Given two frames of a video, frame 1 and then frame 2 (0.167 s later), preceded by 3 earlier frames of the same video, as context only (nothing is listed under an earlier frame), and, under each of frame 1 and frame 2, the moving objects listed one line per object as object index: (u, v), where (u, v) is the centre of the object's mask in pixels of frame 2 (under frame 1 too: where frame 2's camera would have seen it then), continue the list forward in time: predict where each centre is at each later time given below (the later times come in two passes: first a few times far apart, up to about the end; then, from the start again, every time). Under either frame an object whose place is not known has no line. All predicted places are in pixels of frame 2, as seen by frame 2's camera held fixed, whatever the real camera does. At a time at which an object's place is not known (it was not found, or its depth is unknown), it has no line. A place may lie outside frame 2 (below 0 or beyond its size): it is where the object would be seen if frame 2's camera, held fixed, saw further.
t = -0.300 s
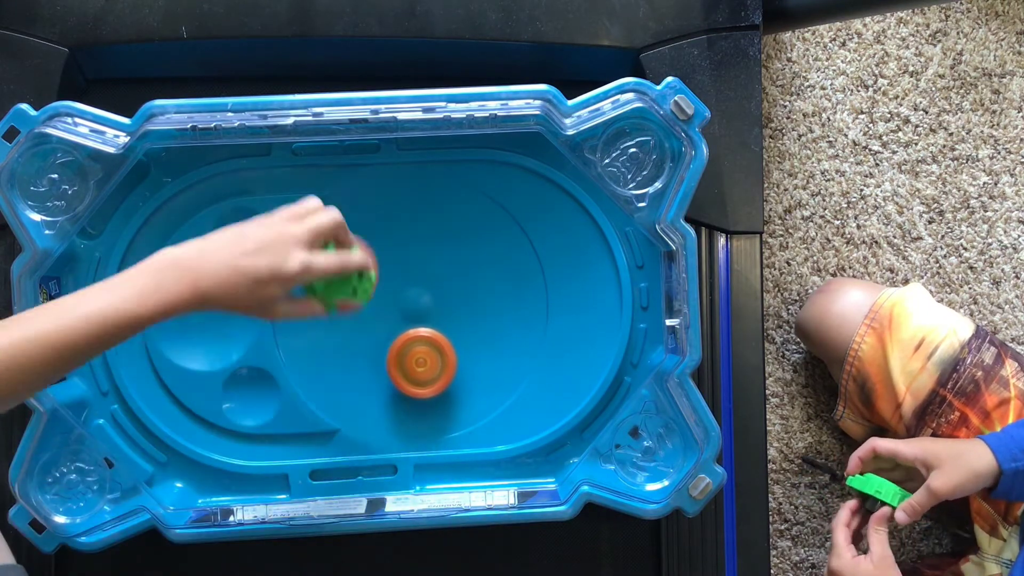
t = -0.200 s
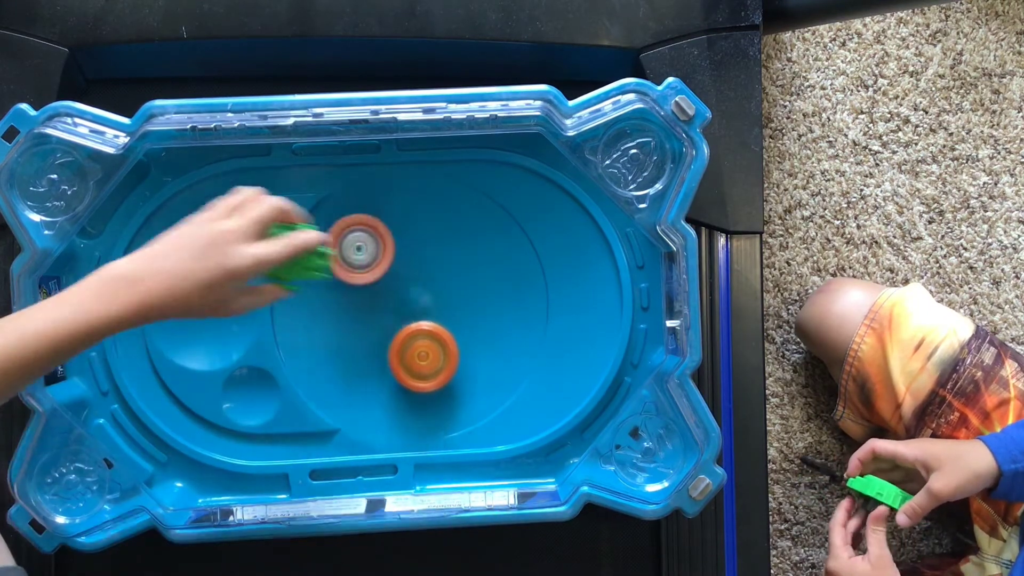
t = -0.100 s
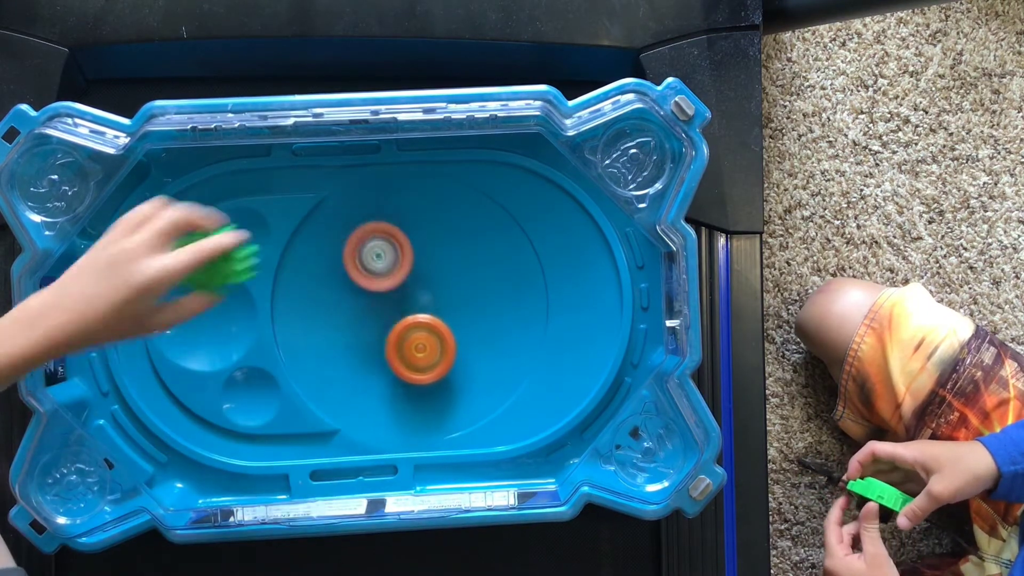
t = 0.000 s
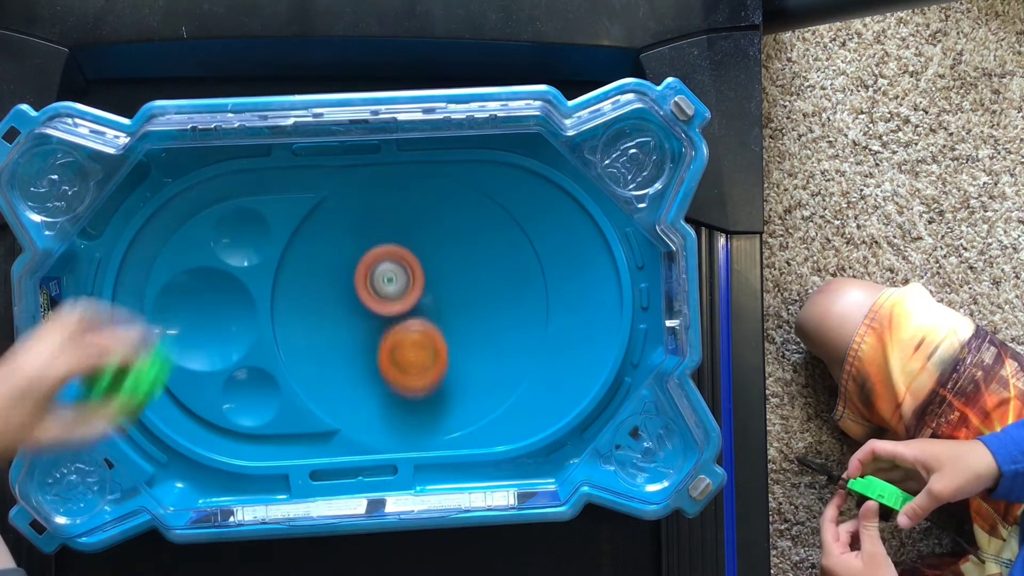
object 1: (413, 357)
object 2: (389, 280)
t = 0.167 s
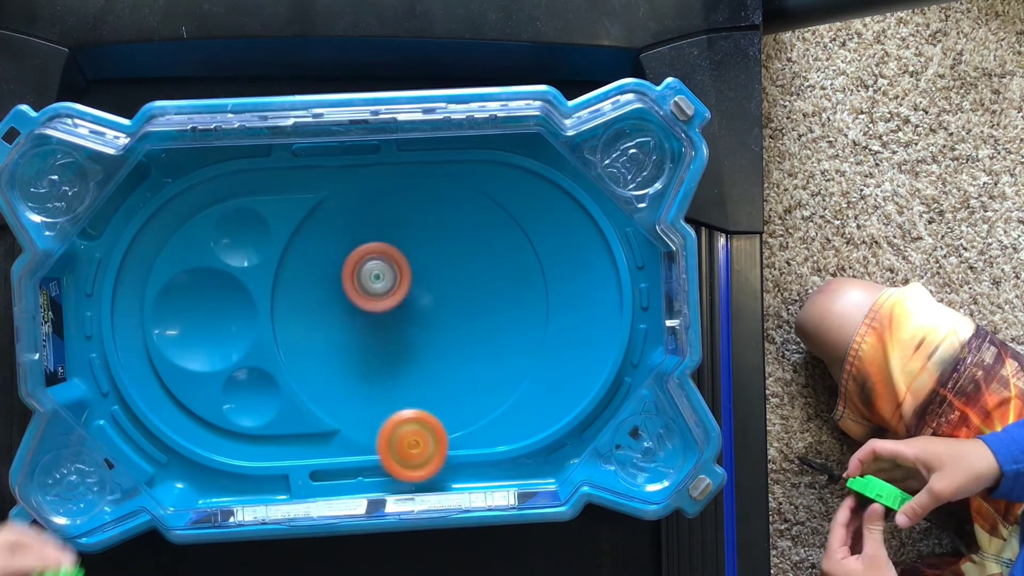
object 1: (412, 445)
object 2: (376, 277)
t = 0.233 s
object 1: (404, 439)
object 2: (373, 295)
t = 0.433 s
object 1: (385, 423)
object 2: (370, 323)
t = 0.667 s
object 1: (379, 438)
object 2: (388, 302)
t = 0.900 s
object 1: (386, 399)
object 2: (404, 291)
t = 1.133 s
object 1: (418, 365)
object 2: (398, 296)
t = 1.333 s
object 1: (444, 402)
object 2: (396, 301)
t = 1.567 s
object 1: (440, 385)
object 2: (389, 312)
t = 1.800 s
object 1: (458, 379)
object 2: (373, 330)
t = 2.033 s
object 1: (459, 357)
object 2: (369, 360)
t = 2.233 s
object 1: (446, 345)
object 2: (373, 382)
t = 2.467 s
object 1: (438, 329)
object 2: (372, 419)
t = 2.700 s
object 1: (426, 344)
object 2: (407, 418)
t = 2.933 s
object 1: (425, 325)
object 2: (407, 406)
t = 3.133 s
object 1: (436, 316)
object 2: (396, 410)
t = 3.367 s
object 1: (433, 318)
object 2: (388, 406)
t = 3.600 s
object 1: (430, 334)
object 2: (381, 391)
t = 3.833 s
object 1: (429, 322)
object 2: (365, 388)
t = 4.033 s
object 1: (420, 334)
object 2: (366, 382)
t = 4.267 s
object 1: (427, 342)
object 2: (361, 375)
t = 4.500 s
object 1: (434, 350)
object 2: (361, 364)
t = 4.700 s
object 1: (439, 359)
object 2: (356, 353)
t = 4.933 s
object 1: (435, 363)
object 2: (359, 345)
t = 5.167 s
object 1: (439, 364)
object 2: (359, 335)
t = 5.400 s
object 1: (431, 360)
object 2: (364, 332)
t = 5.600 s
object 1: (452, 366)
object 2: (352, 326)
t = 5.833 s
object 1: (452, 364)
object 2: (357, 335)
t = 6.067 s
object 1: (471, 397)
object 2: (345, 314)
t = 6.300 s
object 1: (459, 397)
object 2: (347, 320)
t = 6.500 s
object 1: (417, 380)
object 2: (368, 327)
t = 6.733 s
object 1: (426, 391)
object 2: (384, 316)
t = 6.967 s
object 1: (477, 403)
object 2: (376, 302)
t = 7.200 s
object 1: (468, 394)
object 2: (378, 308)
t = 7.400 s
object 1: (434, 378)
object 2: (391, 321)
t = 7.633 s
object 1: (424, 397)
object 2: (392, 316)
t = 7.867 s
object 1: (421, 396)
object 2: (396, 329)
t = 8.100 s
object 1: (418, 424)
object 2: (397, 318)
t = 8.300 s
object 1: (386, 454)
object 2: (388, 321)
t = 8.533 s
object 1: (331, 459)
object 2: (389, 336)
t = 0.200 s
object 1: (408, 443)
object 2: (375, 285)
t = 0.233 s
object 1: (404, 439)
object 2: (373, 295)
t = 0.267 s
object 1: (400, 434)
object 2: (372, 305)
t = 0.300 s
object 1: (396, 427)
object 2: (369, 317)
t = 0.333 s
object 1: (391, 420)
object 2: (368, 327)
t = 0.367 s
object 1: (387, 412)
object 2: (369, 335)
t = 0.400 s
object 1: (384, 411)
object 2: (369, 334)
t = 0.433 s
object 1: (385, 423)
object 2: (370, 323)
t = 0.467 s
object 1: (386, 432)
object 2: (371, 316)
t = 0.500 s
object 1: (387, 438)
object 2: (374, 312)
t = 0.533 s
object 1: (386, 443)
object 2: (376, 309)
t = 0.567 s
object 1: (385, 446)
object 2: (379, 307)
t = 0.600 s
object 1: (383, 444)
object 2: (382, 305)
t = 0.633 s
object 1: (381, 441)
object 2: (385, 303)
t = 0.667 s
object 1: (379, 438)
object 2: (388, 302)
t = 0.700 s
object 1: (377, 434)
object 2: (391, 301)
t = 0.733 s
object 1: (377, 430)
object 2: (394, 300)
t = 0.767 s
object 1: (376, 425)
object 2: (397, 300)
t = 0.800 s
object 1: (377, 419)
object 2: (400, 299)
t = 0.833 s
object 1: (379, 413)
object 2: (402, 297)
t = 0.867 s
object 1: (383, 406)
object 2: (404, 294)
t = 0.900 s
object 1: (386, 399)
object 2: (404, 291)
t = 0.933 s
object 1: (390, 391)
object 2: (404, 288)
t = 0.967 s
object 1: (394, 385)
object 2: (403, 286)
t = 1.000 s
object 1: (399, 379)
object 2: (402, 286)
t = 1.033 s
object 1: (404, 374)
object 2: (401, 288)
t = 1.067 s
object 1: (408, 370)
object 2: (400, 291)
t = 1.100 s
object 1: (413, 366)
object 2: (399, 294)
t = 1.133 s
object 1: (418, 365)
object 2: (398, 296)
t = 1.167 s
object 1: (425, 371)
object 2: (395, 293)
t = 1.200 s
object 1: (430, 378)
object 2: (394, 293)
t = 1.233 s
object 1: (435, 385)
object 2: (395, 294)
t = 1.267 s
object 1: (438, 391)
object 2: (396, 297)
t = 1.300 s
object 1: (442, 397)
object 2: (396, 299)
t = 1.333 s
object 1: (444, 402)
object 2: (396, 301)
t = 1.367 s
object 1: (445, 405)
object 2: (394, 300)
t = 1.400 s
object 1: (445, 406)
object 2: (391, 300)
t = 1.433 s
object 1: (446, 405)
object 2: (390, 301)
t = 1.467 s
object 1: (445, 402)
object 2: (389, 303)
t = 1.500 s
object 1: (444, 397)
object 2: (390, 305)
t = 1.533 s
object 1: (442, 391)
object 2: (390, 308)
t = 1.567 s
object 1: (440, 385)
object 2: (389, 312)
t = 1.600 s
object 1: (439, 377)
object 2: (387, 317)
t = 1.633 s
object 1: (438, 372)
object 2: (385, 321)
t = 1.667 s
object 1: (444, 375)
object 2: (379, 319)
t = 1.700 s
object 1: (450, 378)
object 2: (375, 320)
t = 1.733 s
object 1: (454, 379)
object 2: (372, 322)
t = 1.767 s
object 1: (456, 380)
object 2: (372, 326)
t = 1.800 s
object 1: (458, 379)
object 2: (373, 330)
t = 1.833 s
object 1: (459, 377)
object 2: (374, 335)
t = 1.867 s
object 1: (458, 374)
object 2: (376, 340)
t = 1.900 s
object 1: (456, 370)
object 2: (377, 344)
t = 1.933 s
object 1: (454, 365)
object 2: (379, 349)
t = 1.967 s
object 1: (451, 362)
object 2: (380, 353)
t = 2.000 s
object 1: (456, 360)
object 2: (373, 357)
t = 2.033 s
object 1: (459, 357)
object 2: (369, 360)
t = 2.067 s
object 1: (461, 355)
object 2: (367, 364)
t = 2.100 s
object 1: (461, 353)
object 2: (367, 367)
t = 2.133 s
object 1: (459, 350)
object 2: (368, 371)
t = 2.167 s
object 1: (456, 348)
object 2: (370, 375)
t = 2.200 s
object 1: (451, 346)
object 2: (372, 379)
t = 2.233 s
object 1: (446, 345)
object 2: (373, 382)
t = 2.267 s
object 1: (441, 344)
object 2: (375, 385)
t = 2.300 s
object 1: (435, 344)
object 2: (377, 388)
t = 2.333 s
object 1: (436, 340)
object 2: (373, 394)
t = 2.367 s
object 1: (438, 335)
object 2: (369, 402)
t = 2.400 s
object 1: (438, 332)
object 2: (368, 408)
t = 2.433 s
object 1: (438, 330)
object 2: (370, 414)
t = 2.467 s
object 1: (438, 329)
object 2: (372, 419)
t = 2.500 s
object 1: (436, 330)
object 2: (376, 422)
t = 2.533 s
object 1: (435, 332)
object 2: (381, 425)
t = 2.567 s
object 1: (433, 334)
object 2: (386, 426)
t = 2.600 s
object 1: (431, 337)
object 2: (392, 426)
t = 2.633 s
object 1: (429, 339)
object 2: (397, 424)
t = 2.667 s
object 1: (428, 342)
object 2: (403, 422)
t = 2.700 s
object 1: (426, 344)
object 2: (407, 418)
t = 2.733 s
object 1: (426, 344)
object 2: (409, 415)
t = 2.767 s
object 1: (426, 340)
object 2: (410, 414)
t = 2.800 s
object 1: (426, 338)
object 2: (411, 411)
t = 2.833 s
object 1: (426, 336)
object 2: (411, 408)
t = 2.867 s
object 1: (425, 334)
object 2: (410, 406)
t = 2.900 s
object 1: (425, 329)
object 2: (409, 407)
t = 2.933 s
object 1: (425, 325)
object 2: (407, 406)
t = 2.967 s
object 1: (425, 325)
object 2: (406, 405)
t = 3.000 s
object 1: (426, 327)
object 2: (405, 402)
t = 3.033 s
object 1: (427, 330)
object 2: (405, 400)
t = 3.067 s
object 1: (429, 330)
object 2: (404, 400)
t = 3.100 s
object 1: (433, 322)
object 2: (400, 406)
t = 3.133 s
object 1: (436, 316)
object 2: (396, 410)
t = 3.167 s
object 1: (437, 312)
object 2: (393, 412)
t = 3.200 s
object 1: (437, 310)
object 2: (392, 412)
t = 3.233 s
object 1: (437, 309)
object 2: (391, 412)
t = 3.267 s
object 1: (436, 310)
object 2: (390, 411)
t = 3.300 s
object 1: (434, 311)
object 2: (389, 409)
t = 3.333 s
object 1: (433, 314)
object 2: (388, 407)
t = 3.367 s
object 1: (433, 318)
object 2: (388, 406)
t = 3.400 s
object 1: (433, 321)
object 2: (388, 404)
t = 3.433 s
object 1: (433, 325)
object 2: (388, 401)
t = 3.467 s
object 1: (432, 329)
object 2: (387, 399)
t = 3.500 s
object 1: (431, 332)
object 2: (387, 396)
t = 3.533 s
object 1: (429, 335)
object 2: (386, 393)
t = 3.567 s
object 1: (429, 335)
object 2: (384, 392)
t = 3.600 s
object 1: (430, 334)
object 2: (381, 391)
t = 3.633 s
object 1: (430, 334)
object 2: (379, 389)
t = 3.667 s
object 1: (429, 334)
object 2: (377, 388)
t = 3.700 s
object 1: (428, 334)
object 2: (376, 385)
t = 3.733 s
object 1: (430, 331)
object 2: (373, 386)
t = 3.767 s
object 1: (431, 327)
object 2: (369, 387)
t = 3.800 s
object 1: (431, 324)
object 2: (367, 388)
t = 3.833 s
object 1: (429, 322)
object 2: (365, 388)
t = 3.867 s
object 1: (428, 322)
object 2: (364, 387)
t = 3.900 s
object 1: (426, 324)
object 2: (364, 387)
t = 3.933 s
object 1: (424, 326)
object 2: (364, 386)
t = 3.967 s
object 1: (422, 328)
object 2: (365, 385)
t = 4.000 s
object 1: (420, 331)
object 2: (366, 383)
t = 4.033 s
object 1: (420, 334)
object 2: (366, 382)
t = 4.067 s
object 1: (423, 335)
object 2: (363, 381)
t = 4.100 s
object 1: (426, 335)
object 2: (360, 381)
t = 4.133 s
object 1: (428, 336)
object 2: (359, 380)
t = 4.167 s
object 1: (428, 337)
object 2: (359, 379)
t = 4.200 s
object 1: (428, 339)
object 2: (359, 378)
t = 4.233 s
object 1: (428, 340)
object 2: (360, 376)
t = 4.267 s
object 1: (427, 342)
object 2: (361, 375)
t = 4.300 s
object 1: (428, 343)
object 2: (361, 374)
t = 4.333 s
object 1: (429, 344)
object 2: (361, 373)
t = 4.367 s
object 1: (429, 344)
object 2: (361, 372)
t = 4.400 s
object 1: (430, 345)
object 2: (361, 370)
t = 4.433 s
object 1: (431, 347)
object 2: (361, 368)
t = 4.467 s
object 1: (433, 349)
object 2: (361, 366)
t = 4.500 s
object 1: (434, 350)
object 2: (361, 364)
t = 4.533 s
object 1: (434, 352)
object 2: (362, 362)
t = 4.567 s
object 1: (434, 353)
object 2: (362, 360)
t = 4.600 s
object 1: (435, 354)
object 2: (362, 358)
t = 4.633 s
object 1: (437, 356)
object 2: (358, 356)
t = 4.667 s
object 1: (439, 358)
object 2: (357, 355)
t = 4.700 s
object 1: (439, 359)
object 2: (356, 353)
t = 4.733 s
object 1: (439, 360)
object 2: (357, 352)
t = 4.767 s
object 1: (437, 360)
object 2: (358, 351)
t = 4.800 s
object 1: (435, 361)
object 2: (359, 350)
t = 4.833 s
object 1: (433, 361)
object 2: (360, 349)
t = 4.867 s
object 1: (434, 362)
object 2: (360, 348)
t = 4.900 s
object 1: (435, 363)
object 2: (359, 347)
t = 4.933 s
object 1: (435, 363)
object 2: (359, 345)
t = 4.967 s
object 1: (435, 363)
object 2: (360, 344)
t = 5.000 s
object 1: (433, 363)
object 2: (361, 343)
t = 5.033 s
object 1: (432, 363)
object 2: (363, 342)
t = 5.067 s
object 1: (433, 364)
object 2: (361, 340)
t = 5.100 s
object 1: (437, 364)
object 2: (359, 338)
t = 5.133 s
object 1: (438, 364)
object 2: (359, 336)
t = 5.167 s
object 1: (439, 364)
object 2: (359, 335)
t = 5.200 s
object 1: (439, 363)
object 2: (360, 334)
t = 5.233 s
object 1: (438, 362)
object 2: (361, 334)
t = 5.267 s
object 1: (436, 361)
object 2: (362, 334)
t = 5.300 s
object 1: (433, 360)
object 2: (364, 334)
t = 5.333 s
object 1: (432, 360)
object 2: (364, 333)
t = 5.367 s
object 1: (432, 360)
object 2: (364, 332)
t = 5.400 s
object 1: (431, 360)
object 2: (364, 332)
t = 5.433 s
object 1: (431, 361)
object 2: (365, 332)
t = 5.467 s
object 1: (431, 361)
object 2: (365, 331)
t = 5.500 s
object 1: (431, 362)
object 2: (366, 330)
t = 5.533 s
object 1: (432, 362)
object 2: (365, 329)
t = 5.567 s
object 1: (443, 365)
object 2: (357, 327)
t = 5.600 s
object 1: (452, 366)
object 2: (352, 326)
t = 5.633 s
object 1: (459, 366)
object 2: (349, 326)
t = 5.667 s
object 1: (462, 366)
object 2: (348, 327)
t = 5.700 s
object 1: (463, 366)
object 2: (349, 328)
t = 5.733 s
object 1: (463, 366)
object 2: (350, 330)
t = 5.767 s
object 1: (460, 365)
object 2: (352, 332)
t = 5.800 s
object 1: (456, 364)
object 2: (354, 334)
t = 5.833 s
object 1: (452, 364)
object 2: (357, 335)
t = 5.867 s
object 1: (448, 363)
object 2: (360, 336)
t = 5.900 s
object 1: (443, 363)
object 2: (363, 337)
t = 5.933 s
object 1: (438, 363)
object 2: (366, 337)
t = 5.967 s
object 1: (438, 365)
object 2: (366, 335)
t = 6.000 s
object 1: (451, 378)
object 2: (356, 325)
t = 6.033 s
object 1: (463, 389)
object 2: (349, 318)
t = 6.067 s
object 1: (471, 397)
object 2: (345, 314)
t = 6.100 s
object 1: (477, 403)
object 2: (343, 313)
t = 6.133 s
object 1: (479, 406)
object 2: (342, 313)
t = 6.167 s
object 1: (479, 407)
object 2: (341, 314)
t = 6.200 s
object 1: (477, 406)
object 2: (342, 315)
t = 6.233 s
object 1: (472, 404)
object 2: (343, 317)
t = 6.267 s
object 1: (466, 400)
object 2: (345, 319)
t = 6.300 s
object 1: (459, 397)
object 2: (347, 320)
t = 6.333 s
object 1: (451, 394)
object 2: (349, 322)
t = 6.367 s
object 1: (444, 390)
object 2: (352, 323)
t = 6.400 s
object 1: (436, 387)
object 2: (356, 324)
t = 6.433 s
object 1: (429, 384)
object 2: (360, 325)
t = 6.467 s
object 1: (423, 381)
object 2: (364, 326)
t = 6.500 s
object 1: (417, 380)
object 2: (368, 327)
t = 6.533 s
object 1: (415, 383)
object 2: (369, 323)
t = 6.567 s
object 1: (415, 387)
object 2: (371, 318)
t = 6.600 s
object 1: (416, 390)
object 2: (373, 315)
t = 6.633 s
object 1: (417, 392)
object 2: (376, 314)
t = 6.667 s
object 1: (420, 393)
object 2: (379, 313)
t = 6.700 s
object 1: (423, 393)
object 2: (382, 314)
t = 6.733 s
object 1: (426, 391)
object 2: (384, 316)
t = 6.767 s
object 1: (429, 389)
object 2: (387, 317)
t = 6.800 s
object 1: (432, 386)
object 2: (389, 319)
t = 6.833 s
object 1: (435, 383)
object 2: (391, 322)
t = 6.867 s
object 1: (439, 381)
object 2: (391, 321)
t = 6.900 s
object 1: (455, 391)
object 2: (383, 312)
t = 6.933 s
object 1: (468, 399)
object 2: (378, 306)
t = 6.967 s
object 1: (477, 403)
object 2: (376, 302)
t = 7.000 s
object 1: (483, 405)
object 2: (375, 301)
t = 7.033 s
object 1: (485, 406)
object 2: (374, 301)
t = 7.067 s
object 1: (484, 406)
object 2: (374, 302)
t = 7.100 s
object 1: (481, 404)
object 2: (375, 303)
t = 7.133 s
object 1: (477, 401)
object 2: (375, 305)
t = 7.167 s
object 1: (473, 398)
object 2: (377, 306)
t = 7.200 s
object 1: (468, 394)
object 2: (378, 308)
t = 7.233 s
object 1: (462, 391)
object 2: (380, 310)
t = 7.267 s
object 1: (455, 387)
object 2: (382, 312)
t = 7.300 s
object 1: (449, 384)
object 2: (384, 314)
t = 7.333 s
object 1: (444, 381)
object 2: (386, 317)
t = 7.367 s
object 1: (439, 379)
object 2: (388, 319)
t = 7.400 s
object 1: (434, 378)
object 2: (391, 321)
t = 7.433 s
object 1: (430, 378)
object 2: (393, 322)
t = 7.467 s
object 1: (428, 381)
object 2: (393, 321)
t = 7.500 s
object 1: (426, 385)
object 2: (394, 320)
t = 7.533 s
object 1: (425, 389)
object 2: (393, 318)
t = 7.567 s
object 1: (424, 393)
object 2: (392, 317)
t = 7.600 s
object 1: (424, 395)
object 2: (392, 316)
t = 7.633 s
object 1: (424, 397)
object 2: (392, 316)
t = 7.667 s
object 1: (423, 398)
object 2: (392, 317)
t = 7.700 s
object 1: (423, 398)
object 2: (392, 318)
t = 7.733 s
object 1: (423, 398)
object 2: (393, 320)
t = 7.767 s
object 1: (422, 397)
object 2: (393, 322)
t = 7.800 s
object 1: (422, 396)
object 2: (394, 324)
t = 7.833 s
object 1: (421, 396)
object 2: (395, 327)
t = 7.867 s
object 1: (421, 396)
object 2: (396, 329)
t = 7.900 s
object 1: (421, 399)
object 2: (396, 329)
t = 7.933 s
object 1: (420, 402)
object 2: (397, 328)
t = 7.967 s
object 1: (419, 403)
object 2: (398, 330)
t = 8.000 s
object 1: (417, 403)
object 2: (399, 331)
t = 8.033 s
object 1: (417, 403)
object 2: (400, 331)
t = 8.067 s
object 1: (418, 414)
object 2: (399, 324)
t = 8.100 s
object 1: (418, 424)
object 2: (397, 318)
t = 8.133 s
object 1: (414, 434)
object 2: (393, 317)
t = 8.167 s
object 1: (409, 440)
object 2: (391, 316)
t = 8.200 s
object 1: (403, 444)
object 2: (390, 317)
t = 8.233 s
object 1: (397, 448)
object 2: (389, 318)
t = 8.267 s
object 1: (391, 451)
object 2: (389, 319)
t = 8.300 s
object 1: (386, 454)
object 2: (388, 321)
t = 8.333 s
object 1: (379, 455)
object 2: (387, 323)
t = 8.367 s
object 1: (371, 456)
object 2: (387, 325)
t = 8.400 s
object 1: (361, 458)
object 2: (388, 327)
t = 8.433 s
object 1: (353, 459)
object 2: (388, 329)
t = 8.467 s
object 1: (344, 459)
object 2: (388, 331)
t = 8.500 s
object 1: (337, 459)
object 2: (389, 333)
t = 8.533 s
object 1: (331, 459)
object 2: (389, 336)
